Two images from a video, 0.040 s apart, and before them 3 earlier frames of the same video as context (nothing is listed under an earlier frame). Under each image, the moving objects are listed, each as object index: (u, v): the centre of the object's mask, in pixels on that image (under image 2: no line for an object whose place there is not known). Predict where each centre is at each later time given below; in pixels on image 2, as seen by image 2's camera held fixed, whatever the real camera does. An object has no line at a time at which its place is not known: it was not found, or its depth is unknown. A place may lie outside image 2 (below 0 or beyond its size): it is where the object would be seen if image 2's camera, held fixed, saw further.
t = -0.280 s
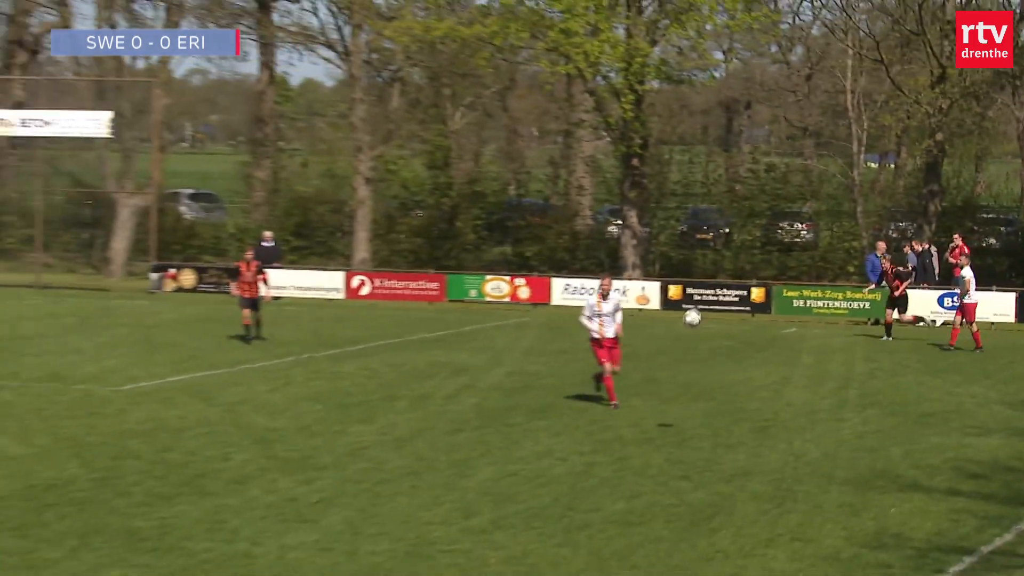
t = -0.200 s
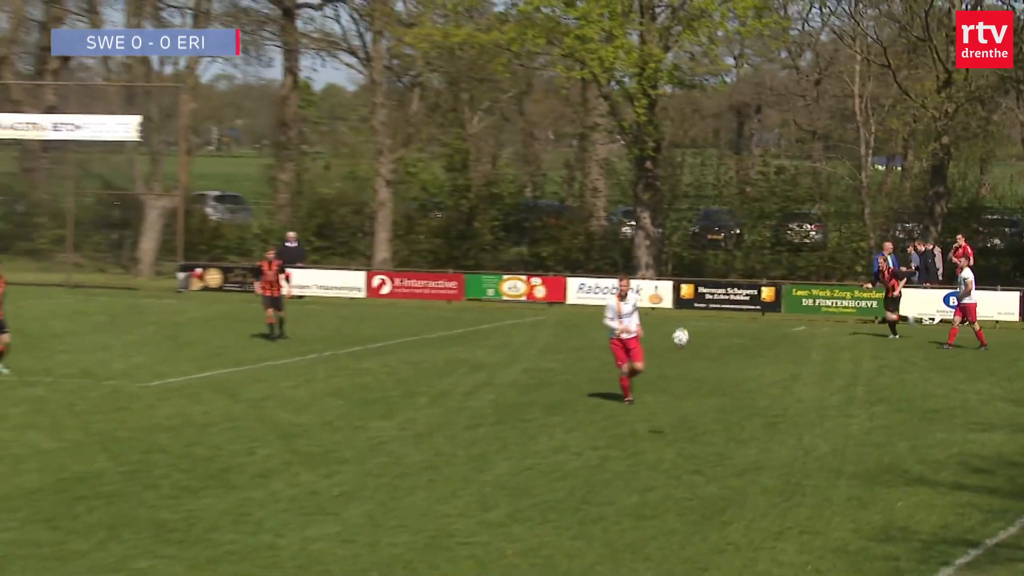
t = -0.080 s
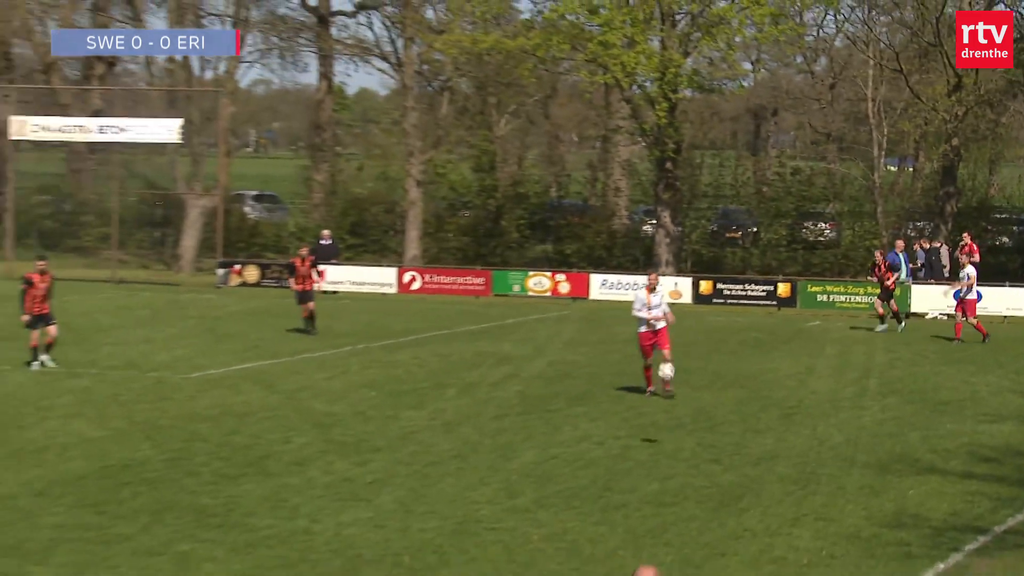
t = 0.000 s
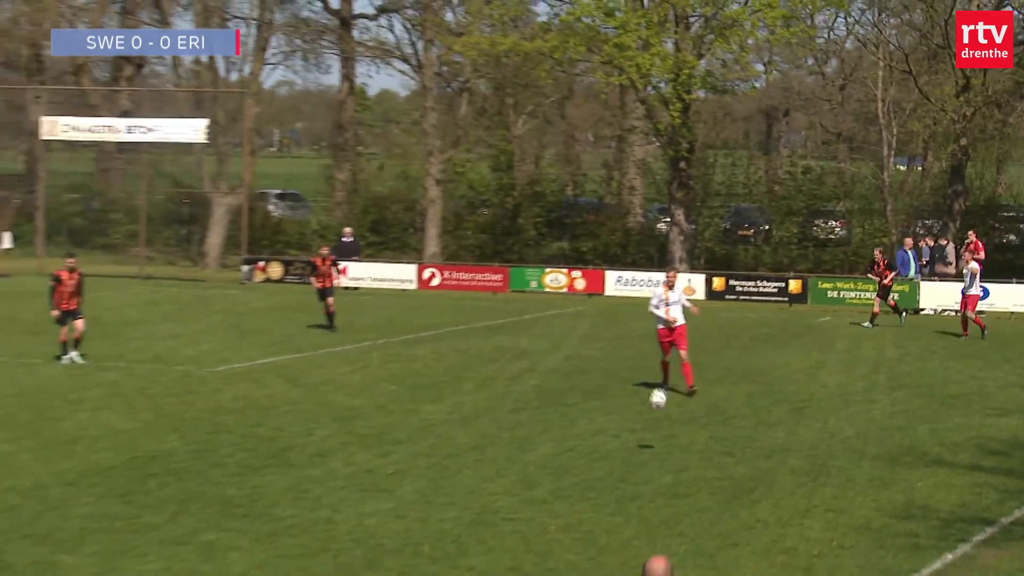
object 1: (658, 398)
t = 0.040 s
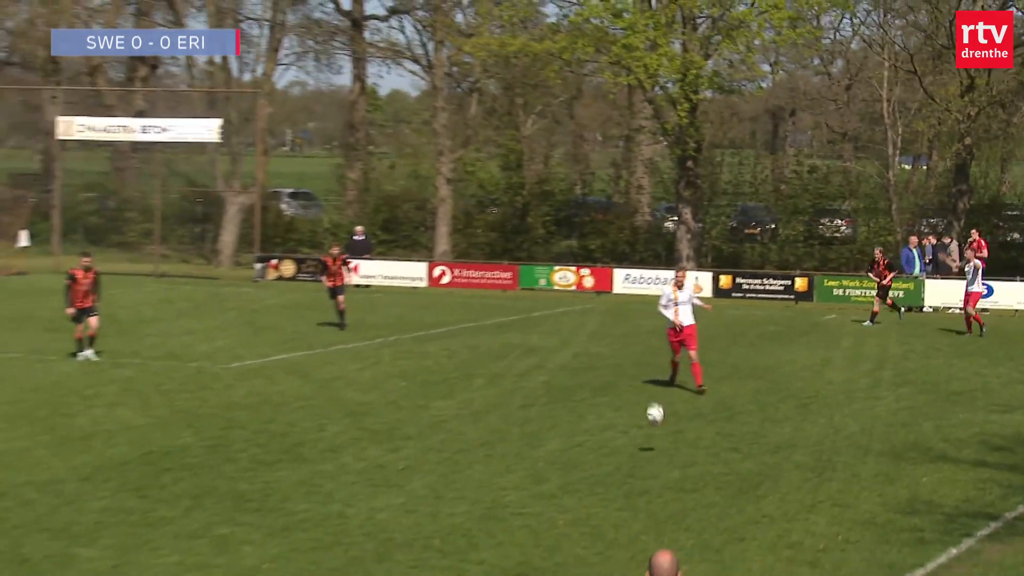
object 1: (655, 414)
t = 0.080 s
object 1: (644, 433)
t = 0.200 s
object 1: (624, 452)
